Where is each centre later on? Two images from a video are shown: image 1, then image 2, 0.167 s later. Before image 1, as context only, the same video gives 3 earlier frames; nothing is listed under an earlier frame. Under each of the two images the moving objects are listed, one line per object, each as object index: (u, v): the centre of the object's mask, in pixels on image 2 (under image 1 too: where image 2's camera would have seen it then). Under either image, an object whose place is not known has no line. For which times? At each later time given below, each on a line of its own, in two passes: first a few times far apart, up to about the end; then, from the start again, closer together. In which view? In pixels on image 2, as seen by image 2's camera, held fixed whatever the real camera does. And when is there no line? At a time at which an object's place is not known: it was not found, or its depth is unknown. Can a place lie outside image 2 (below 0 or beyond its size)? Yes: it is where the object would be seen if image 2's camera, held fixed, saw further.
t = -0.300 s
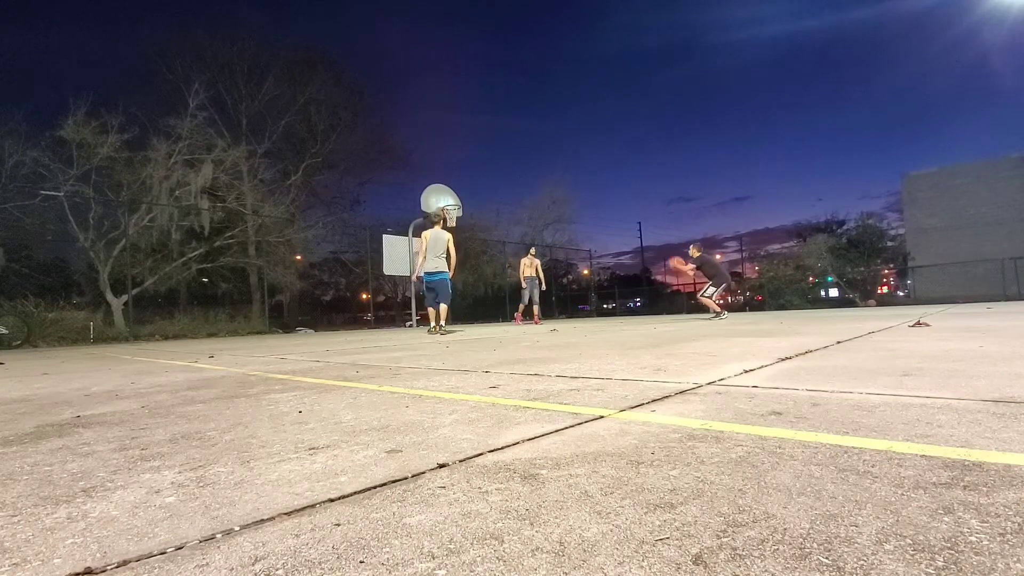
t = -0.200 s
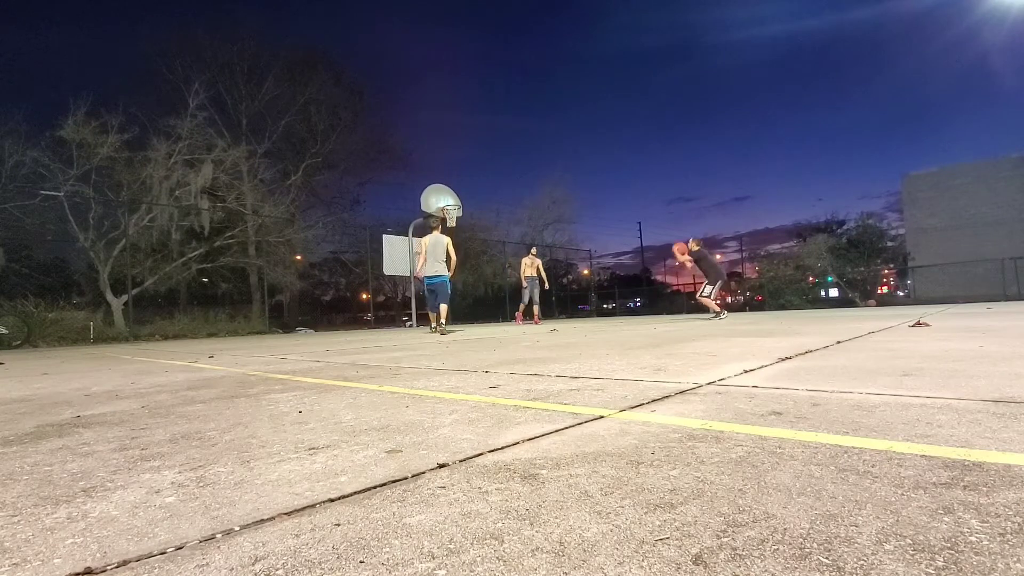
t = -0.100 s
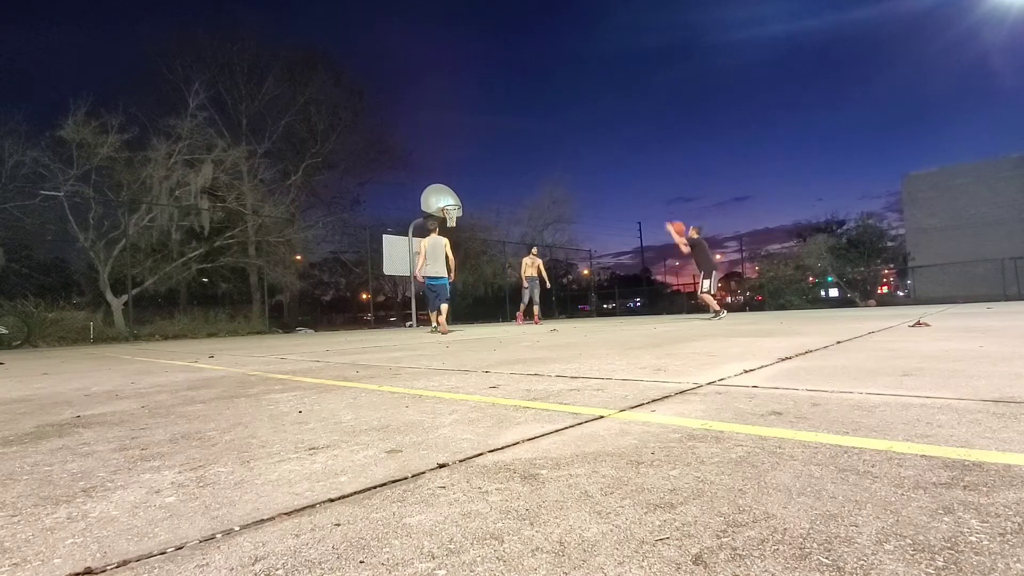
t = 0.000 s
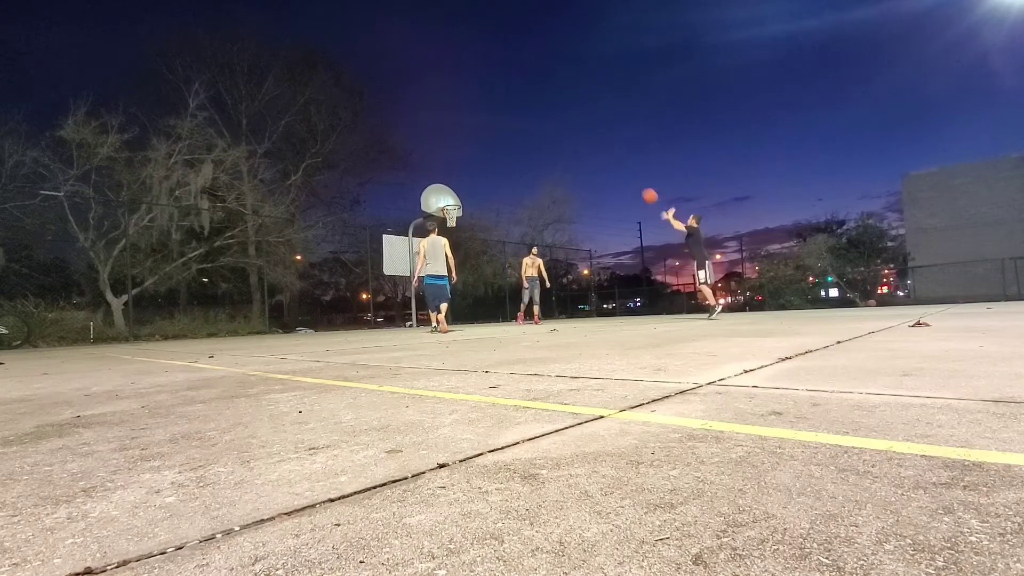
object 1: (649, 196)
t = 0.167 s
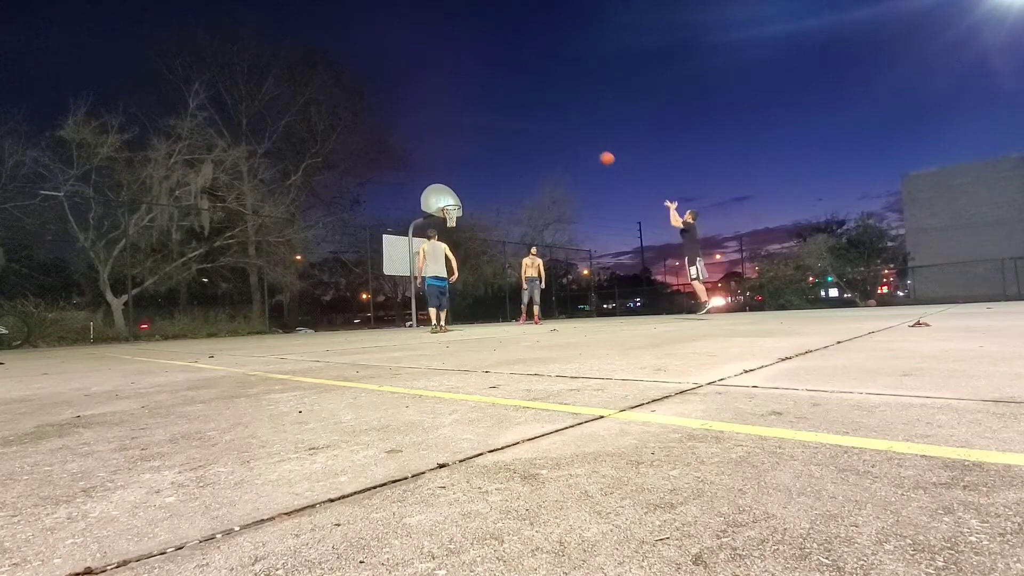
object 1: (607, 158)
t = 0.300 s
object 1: (578, 141)
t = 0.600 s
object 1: (525, 133)
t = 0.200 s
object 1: (599, 153)
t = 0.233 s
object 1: (592, 148)
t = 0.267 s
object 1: (585, 144)
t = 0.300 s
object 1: (578, 141)
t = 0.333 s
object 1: (572, 138)
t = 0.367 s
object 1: (565, 136)
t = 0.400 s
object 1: (559, 134)
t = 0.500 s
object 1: (541, 131)
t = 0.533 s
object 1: (536, 131)
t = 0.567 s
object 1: (530, 131)
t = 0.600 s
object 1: (525, 133)
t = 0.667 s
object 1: (515, 136)
